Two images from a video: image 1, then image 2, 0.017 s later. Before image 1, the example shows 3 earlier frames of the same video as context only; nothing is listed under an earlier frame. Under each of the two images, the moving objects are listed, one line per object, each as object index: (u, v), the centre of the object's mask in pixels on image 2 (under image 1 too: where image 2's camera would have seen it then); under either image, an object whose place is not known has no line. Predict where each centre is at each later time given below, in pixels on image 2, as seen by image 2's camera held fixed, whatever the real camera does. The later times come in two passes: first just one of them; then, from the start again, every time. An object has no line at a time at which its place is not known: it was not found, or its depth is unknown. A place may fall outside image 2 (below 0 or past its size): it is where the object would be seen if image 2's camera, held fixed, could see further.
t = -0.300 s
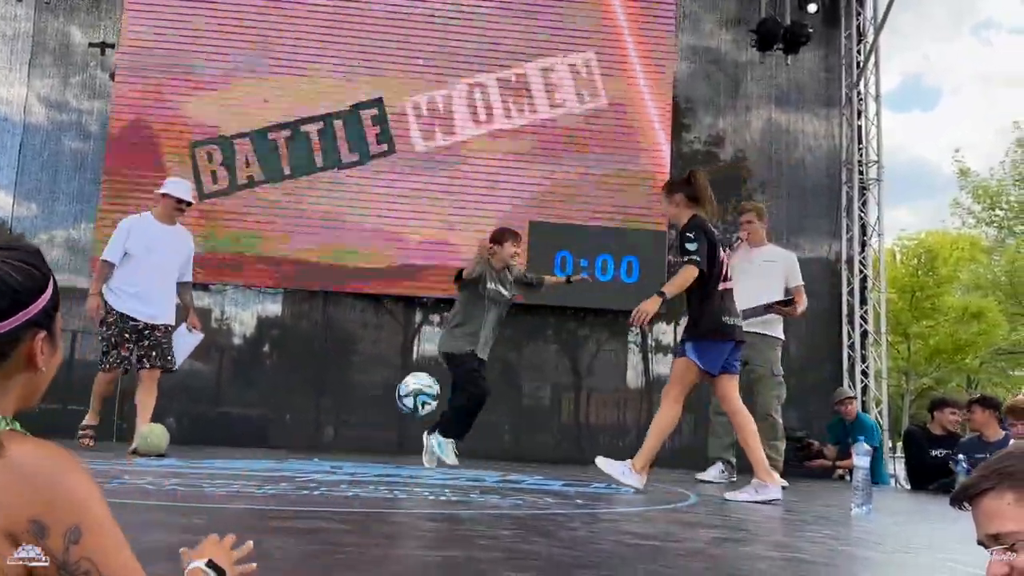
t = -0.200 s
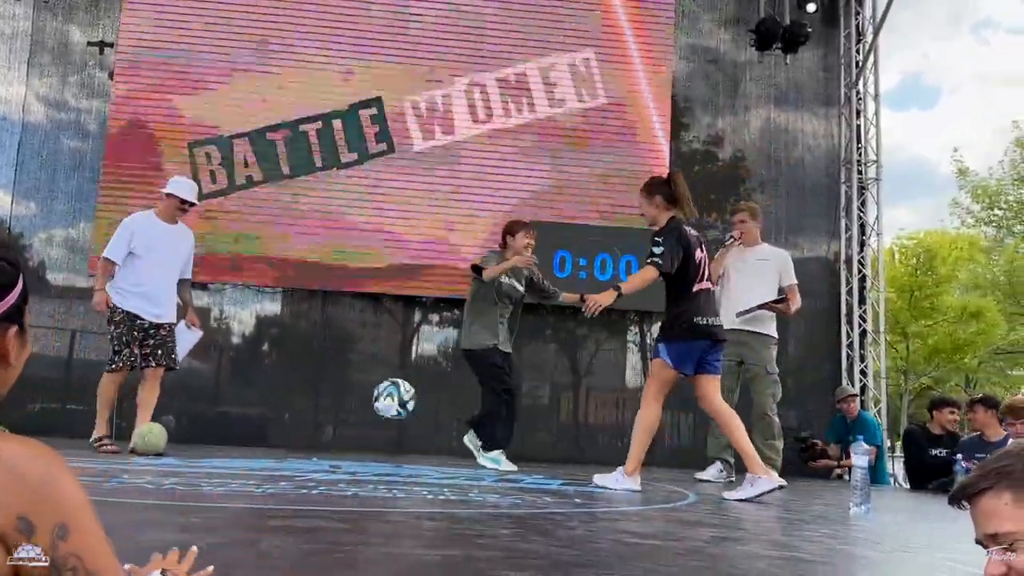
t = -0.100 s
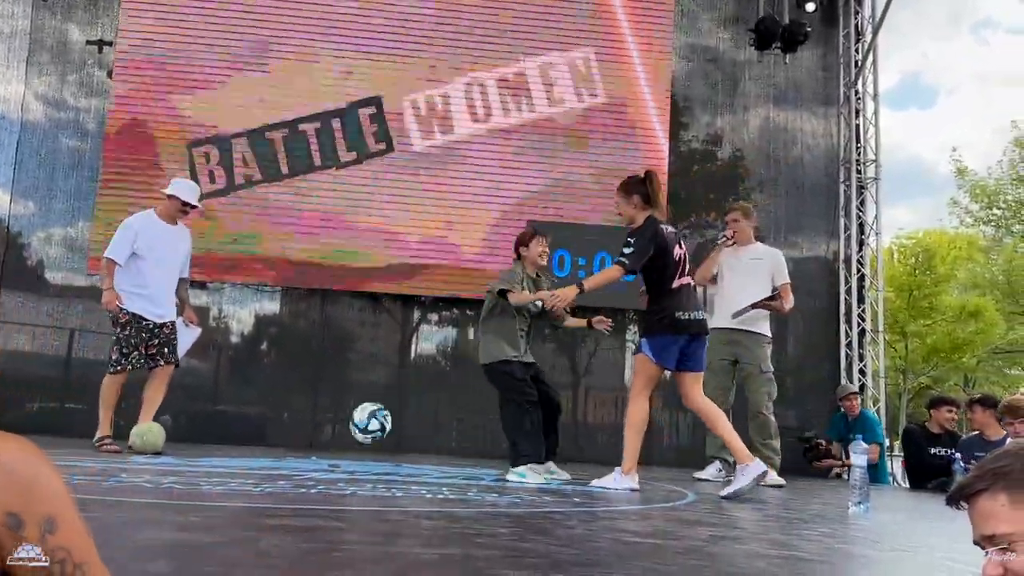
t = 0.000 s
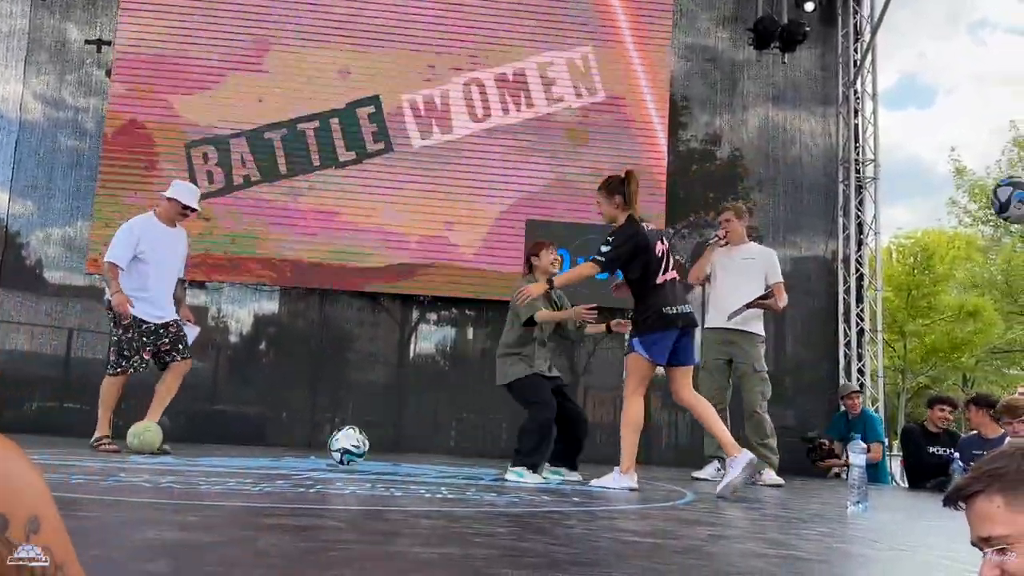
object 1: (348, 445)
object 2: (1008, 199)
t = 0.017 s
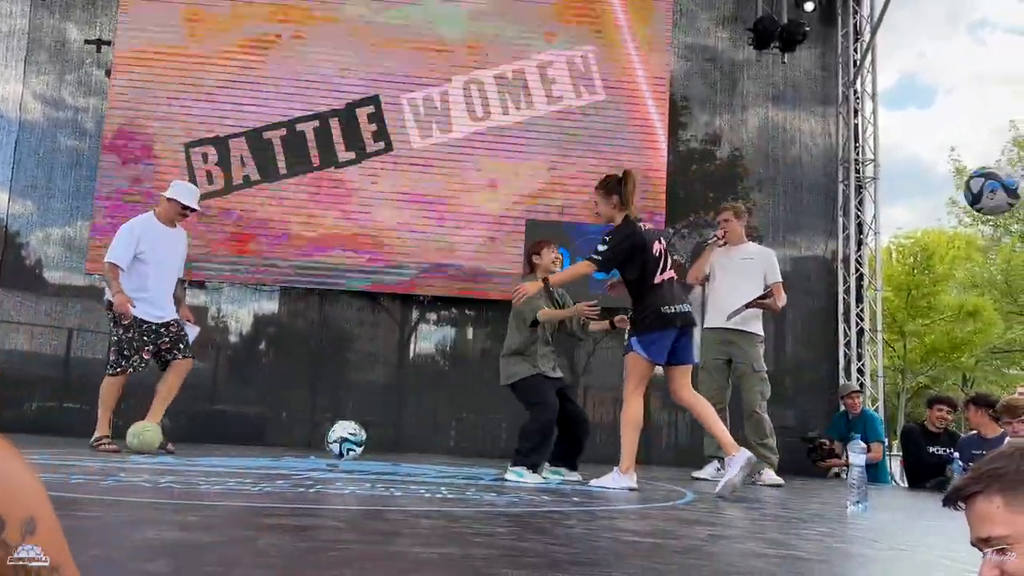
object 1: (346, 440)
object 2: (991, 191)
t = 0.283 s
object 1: (303, 417)
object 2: (584, 140)
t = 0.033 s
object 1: (343, 434)
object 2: (966, 182)
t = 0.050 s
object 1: (340, 429)
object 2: (939, 174)
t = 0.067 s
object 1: (337, 426)
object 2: (913, 168)
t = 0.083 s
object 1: (335, 422)
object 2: (887, 162)
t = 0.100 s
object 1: (332, 419)
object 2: (862, 157)
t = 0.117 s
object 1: (330, 417)
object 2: (836, 152)
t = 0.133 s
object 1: (327, 415)
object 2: (810, 148)
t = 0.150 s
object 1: (325, 413)
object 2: (784, 145)
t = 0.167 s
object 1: (322, 412)
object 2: (759, 142)
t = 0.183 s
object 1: (319, 411)
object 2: (733, 141)
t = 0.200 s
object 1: (317, 412)
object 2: (708, 139)
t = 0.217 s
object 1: (314, 412)
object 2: (683, 137)
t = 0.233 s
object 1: (311, 413)
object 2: (658, 138)
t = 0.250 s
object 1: (308, 414)
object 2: (633, 138)
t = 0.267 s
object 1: (305, 415)
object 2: (609, 139)
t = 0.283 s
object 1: (303, 417)
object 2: (584, 140)
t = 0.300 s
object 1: (300, 420)
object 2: (559, 142)
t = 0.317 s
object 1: (297, 424)
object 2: (535, 144)
